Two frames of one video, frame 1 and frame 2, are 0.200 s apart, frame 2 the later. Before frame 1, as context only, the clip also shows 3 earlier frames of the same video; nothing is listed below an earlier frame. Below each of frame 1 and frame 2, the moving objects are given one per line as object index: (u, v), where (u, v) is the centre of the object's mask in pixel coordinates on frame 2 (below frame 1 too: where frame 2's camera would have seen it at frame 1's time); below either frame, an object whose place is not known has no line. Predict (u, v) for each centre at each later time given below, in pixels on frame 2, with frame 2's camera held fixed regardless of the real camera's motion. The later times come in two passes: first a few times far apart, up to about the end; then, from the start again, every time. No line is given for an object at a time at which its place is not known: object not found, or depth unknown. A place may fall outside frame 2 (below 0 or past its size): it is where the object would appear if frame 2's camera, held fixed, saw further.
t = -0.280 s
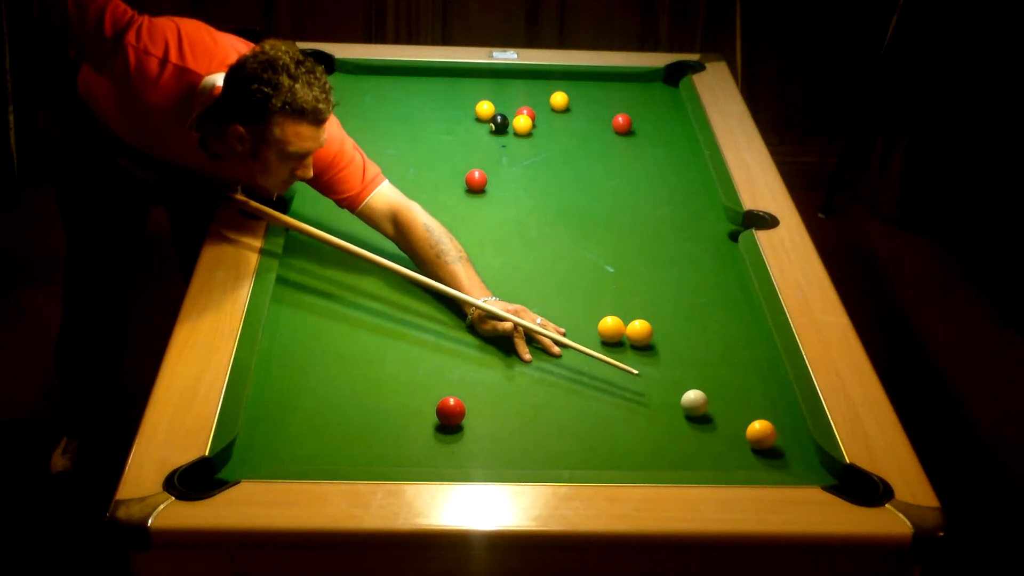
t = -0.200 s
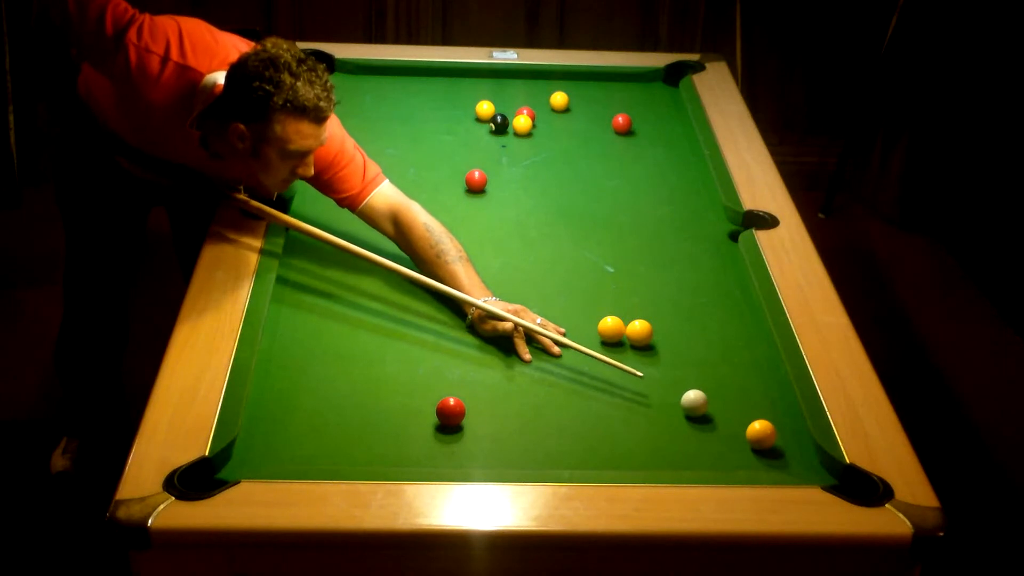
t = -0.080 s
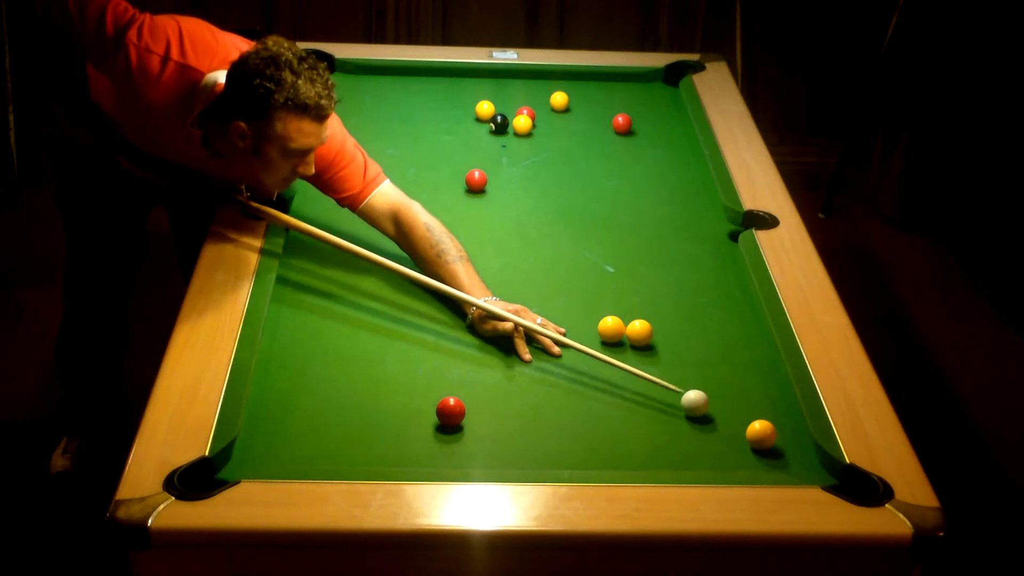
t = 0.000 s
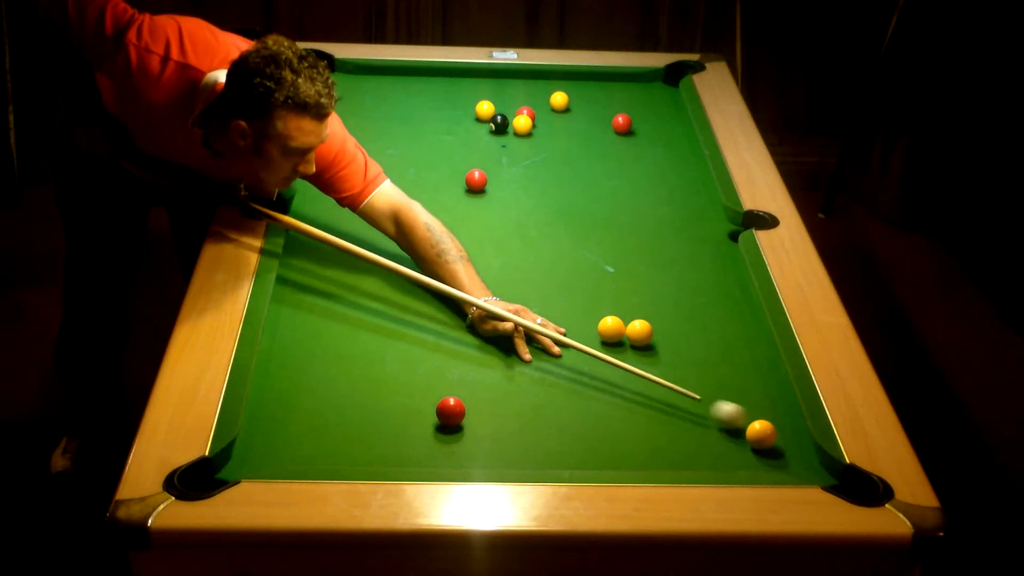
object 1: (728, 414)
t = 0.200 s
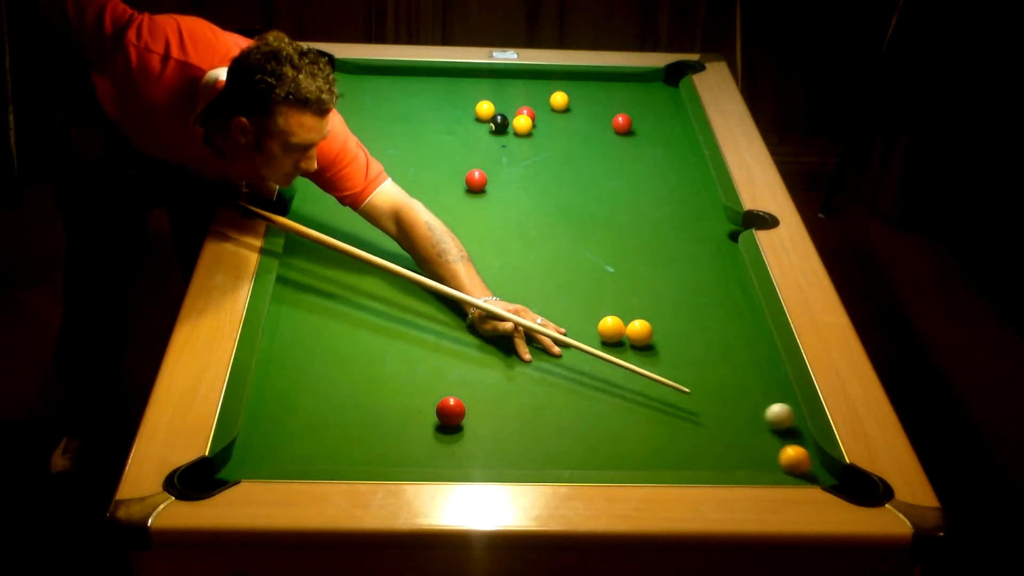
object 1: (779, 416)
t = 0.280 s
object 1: (783, 415)
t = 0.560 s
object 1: (741, 410)
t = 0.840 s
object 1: (703, 406)
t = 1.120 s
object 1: (672, 402)
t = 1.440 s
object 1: (641, 399)
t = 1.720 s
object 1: (620, 396)
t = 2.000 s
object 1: (604, 394)
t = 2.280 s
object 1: (592, 392)
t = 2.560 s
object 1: (586, 391)
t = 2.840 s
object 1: (585, 391)
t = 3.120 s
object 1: (585, 391)
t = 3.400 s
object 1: (585, 391)
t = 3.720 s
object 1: (586, 391)
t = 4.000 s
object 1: (586, 391)
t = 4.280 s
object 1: (586, 391)
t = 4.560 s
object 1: (586, 391)
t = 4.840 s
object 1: (585, 391)
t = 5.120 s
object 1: (585, 391)
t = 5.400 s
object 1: (586, 391)
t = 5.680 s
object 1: (585, 391)
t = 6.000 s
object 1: (585, 391)
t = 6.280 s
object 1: (585, 391)
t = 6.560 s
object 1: (586, 391)
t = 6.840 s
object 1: (585, 391)
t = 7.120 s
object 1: (586, 391)
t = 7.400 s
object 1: (585, 391)
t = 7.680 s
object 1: (585, 391)
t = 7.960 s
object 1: (585, 391)
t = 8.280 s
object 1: (585, 391)
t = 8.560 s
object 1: (586, 391)
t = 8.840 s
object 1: (586, 391)
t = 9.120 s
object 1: (585, 391)
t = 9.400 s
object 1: (586, 391)
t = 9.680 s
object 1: (586, 391)
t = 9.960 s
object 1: (585, 391)
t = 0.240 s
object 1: (787, 415)
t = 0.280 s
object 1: (783, 415)
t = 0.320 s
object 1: (777, 414)
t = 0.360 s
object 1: (770, 413)
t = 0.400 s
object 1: (764, 413)
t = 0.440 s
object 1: (758, 412)
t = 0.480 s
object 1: (752, 411)
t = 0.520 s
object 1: (747, 411)
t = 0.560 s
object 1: (741, 410)
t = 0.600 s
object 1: (735, 410)
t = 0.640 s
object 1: (729, 409)
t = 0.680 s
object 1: (724, 408)
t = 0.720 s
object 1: (719, 408)
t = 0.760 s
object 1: (714, 407)
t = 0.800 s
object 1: (709, 406)
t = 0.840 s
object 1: (703, 406)
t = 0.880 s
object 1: (699, 405)
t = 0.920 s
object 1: (694, 405)
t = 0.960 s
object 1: (689, 404)
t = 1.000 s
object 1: (684, 404)
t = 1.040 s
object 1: (680, 403)
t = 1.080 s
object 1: (676, 403)
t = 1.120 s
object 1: (672, 402)
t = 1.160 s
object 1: (668, 402)
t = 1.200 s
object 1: (664, 401)
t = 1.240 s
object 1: (660, 401)
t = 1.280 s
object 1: (656, 400)
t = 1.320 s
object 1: (652, 400)
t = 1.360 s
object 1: (648, 399)
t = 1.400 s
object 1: (645, 399)
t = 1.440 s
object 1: (641, 399)
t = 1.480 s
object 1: (638, 398)
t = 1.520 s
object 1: (635, 398)
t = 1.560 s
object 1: (632, 397)
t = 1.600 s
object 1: (629, 397)
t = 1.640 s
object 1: (626, 397)
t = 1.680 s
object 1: (623, 396)
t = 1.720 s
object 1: (620, 396)
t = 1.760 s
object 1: (617, 396)
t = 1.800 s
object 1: (615, 395)
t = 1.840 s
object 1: (613, 395)
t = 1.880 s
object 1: (610, 395)
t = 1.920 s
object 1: (608, 395)
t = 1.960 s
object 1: (606, 394)
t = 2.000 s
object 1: (604, 394)
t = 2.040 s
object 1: (602, 394)
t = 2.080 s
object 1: (600, 393)
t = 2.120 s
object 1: (598, 393)
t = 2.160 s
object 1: (597, 393)
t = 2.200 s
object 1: (595, 392)
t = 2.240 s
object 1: (594, 392)
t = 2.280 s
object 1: (592, 392)
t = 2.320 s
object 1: (591, 392)
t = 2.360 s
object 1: (590, 392)
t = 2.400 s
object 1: (589, 392)
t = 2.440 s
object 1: (588, 391)
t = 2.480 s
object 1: (587, 391)
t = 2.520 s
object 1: (587, 391)
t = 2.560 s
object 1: (586, 391)
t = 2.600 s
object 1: (586, 391)
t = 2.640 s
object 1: (585, 391)
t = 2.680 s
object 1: (585, 391)
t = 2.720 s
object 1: (585, 391)
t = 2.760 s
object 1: (585, 391)
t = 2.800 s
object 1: (585, 391)
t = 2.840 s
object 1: (585, 391)
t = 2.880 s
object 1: (585, 391)
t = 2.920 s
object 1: (585, 391)
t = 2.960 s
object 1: (585, 391)
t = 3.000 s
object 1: (585, 391)
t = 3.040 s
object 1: (585, 391)
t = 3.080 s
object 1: (585, 391)
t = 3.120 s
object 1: (585, 391)
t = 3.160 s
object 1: (585, 391)
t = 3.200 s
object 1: (585, 391)
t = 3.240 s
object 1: (585, 391)
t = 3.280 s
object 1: (585, 391)
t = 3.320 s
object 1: (585, 391)
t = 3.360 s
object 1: (585, 391)
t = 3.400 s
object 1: (585, 391)
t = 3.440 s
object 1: (585, 391)
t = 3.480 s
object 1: (585, 391)
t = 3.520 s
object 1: (585, 391)
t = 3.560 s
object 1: (586, 391)
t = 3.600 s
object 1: (586, 391)
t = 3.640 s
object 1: (586, 391)
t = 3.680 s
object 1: (586, 391)
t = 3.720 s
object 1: (586, 391)
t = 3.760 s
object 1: (586, 391)
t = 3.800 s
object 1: (586, 391)
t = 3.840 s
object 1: (586, 391)
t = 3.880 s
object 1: (585, 391)
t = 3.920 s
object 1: (585, 391)
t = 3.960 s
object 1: (586, 391)
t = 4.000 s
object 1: (586, 391)
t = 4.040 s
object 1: (586, 391)
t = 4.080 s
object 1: (586, 391)
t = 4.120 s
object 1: (586, 391)
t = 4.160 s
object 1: (586, 391)
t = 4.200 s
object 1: (586, 391)
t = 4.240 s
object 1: (586, 391)
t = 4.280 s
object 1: (586, 391)
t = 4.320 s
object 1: (586, 391)
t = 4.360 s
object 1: (586, 391)
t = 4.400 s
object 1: (586, 391)
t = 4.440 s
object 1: (586, 391)
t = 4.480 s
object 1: (586, 391)
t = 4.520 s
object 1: (586, 391)
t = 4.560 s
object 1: (586, 391)
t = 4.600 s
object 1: (586, 391)
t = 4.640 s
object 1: (586, 391)
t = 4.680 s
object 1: (586, 391)
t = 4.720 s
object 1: (586, 391)
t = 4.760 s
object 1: (586, 391)
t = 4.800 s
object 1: (586, 391)
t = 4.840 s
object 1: (585, 391)
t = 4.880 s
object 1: (585, 391)
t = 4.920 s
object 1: (586, 391)
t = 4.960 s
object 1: (586, 391)
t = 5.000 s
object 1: (586, 391)
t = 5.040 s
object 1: (586, 391)
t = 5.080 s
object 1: (585, 391)
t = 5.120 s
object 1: (585, 391)
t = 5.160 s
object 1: (585, 391)
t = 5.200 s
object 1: (586, 391)
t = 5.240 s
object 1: (585, 391)
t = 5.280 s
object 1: (585, 391)
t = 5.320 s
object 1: (585, 391)
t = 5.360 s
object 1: (585, 391)
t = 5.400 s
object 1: (586, 391)
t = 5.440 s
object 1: (585, 391)
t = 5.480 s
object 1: (586, 391)
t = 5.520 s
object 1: (585, 391)
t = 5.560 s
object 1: (586, 391)
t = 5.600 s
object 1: (586, 391)
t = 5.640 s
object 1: (586, 391)
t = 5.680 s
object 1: (585, 391)
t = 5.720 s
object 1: (585, 391)
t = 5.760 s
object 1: (586, 391)
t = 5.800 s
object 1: (585, 391)
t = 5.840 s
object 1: (586, 391)
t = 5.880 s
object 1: (586, 391)
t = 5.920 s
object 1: (586, 391)
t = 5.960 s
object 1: (585, 391)
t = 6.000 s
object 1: (585, 391)
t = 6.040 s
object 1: (585, 391)
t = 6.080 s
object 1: (586, 391)
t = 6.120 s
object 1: (586, 391)
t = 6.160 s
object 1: (586, 391)
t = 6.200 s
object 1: (586, 391)
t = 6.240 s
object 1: (586, 391)
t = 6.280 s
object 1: (585, 391)
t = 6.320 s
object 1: (585, 391)
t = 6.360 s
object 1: (585, 391)
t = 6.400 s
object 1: (585, 391)
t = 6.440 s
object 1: (586, 391)
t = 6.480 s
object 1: (585, 391)
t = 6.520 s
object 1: (586, 391)
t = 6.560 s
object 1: (586, 391)
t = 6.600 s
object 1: (585, 391)
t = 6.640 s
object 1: (585, 391)
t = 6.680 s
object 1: (585, 391)
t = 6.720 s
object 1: (585, 391)
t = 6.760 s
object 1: (585, 391)
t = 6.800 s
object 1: (586, 391)
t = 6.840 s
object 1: (585, 391)
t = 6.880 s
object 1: (585, 391)
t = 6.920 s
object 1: (585, 391)
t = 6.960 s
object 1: (585, 391)
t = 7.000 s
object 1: (585, 391)
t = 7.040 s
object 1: (586, 391)
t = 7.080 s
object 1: (586, 391)
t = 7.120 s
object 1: (586, 391)
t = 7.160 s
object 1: (585, 391)
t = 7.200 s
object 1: (585, 391)
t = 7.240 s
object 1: (586, 391)
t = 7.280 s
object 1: (585, 391)
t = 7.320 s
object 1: (586, 391)
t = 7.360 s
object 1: (586, 391)
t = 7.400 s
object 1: (585, 391)
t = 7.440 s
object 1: (585, 391)
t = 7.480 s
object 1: (585, 391)
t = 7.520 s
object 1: (585, 391)
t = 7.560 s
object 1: (586, 391)
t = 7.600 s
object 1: (585, 391)
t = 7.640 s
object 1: (585, 391)
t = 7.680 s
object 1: (585, 391)
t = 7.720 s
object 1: (585, 391)
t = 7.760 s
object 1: (585, 391)
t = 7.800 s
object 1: (585, 391)
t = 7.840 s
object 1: (585, 391)
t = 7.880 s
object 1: (585, 391)
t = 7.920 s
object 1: (585, 391)
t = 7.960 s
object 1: (585, 391)
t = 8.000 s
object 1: (585, 391)
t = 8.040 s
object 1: (585, 391)
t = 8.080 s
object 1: (586, 391)
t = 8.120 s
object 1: (585, 391)
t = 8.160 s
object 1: (585, 391)
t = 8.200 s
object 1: (585, 391)
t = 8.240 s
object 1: (585, 391)
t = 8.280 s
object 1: (585, 391)
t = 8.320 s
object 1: (585, 391)
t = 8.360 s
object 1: (585, 391)
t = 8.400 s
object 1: (586, 391)
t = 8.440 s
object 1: (585, 391)
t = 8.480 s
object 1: (585, 391)
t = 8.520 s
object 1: (585, 391)
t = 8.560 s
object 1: (586, 391)
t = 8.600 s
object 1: (586, 391)
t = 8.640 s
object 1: (586, 391)
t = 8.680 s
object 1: (586, 391)
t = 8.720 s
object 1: (585, 391)
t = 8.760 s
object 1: (585, 391)
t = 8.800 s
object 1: (585, 391)
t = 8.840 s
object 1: (586, 391)
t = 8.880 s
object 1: (586, 391)
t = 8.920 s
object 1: (585, 391)
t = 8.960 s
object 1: (585, 391)
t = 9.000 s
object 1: (585, 391)
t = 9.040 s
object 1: (585, 391)
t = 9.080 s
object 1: (586, 391)
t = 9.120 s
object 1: (585, 391)
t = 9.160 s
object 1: (585, 391)
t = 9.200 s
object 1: (586, 391)
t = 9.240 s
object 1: (585, 391)
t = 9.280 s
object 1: (586, 391)
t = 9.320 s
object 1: (586, 391)
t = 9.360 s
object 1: (586, 391)
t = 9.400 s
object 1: (586, 391)
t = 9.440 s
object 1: (586, 391)
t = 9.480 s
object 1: (586, 391)
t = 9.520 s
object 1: (586, 391)
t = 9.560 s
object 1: (586, 391)
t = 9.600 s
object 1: (586, 391)
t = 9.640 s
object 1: (586, 391)
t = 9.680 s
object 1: (586, 391)
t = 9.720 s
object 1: (586, 391)
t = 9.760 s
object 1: (586, 391)
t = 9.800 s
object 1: (586, 391)
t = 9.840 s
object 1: (586, 391)
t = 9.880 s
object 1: (586, 391)
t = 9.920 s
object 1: (586, 391)
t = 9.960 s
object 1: (585, 391)
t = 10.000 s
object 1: (585, 391)
